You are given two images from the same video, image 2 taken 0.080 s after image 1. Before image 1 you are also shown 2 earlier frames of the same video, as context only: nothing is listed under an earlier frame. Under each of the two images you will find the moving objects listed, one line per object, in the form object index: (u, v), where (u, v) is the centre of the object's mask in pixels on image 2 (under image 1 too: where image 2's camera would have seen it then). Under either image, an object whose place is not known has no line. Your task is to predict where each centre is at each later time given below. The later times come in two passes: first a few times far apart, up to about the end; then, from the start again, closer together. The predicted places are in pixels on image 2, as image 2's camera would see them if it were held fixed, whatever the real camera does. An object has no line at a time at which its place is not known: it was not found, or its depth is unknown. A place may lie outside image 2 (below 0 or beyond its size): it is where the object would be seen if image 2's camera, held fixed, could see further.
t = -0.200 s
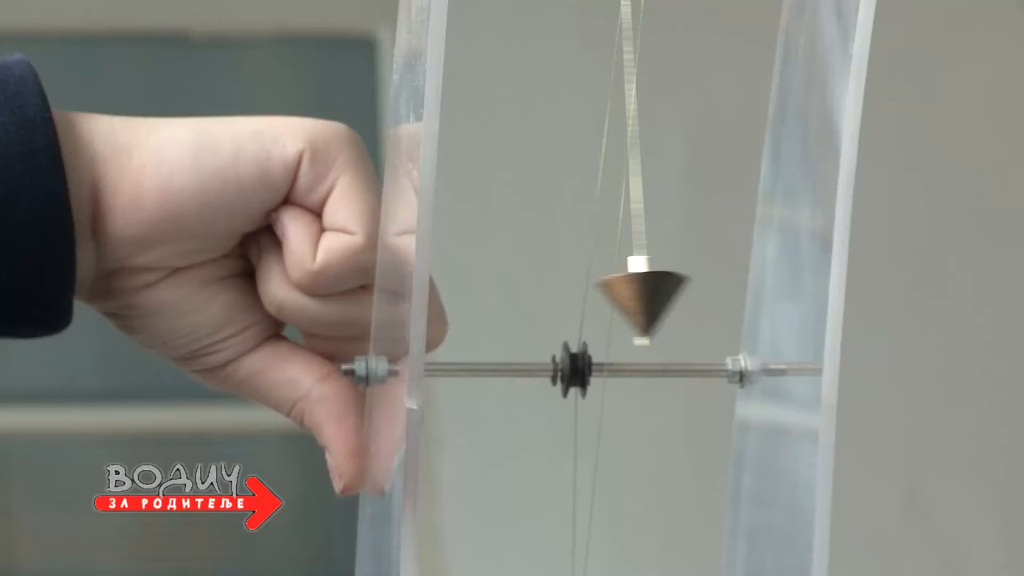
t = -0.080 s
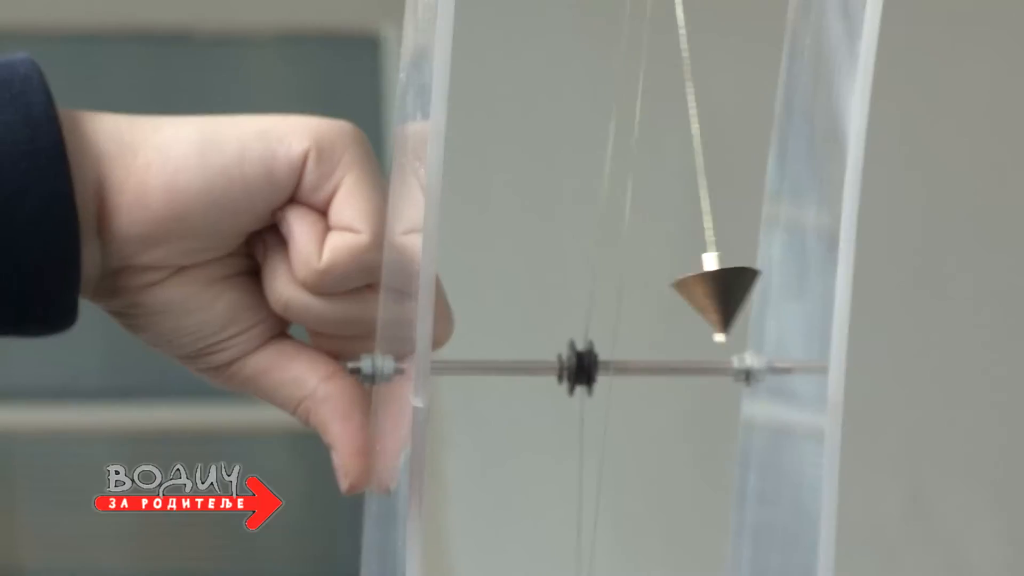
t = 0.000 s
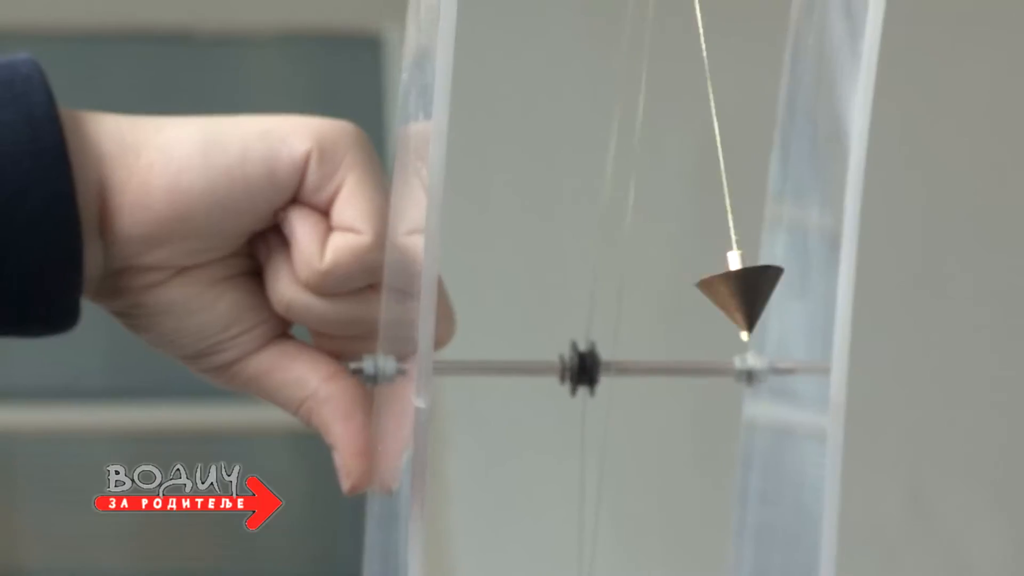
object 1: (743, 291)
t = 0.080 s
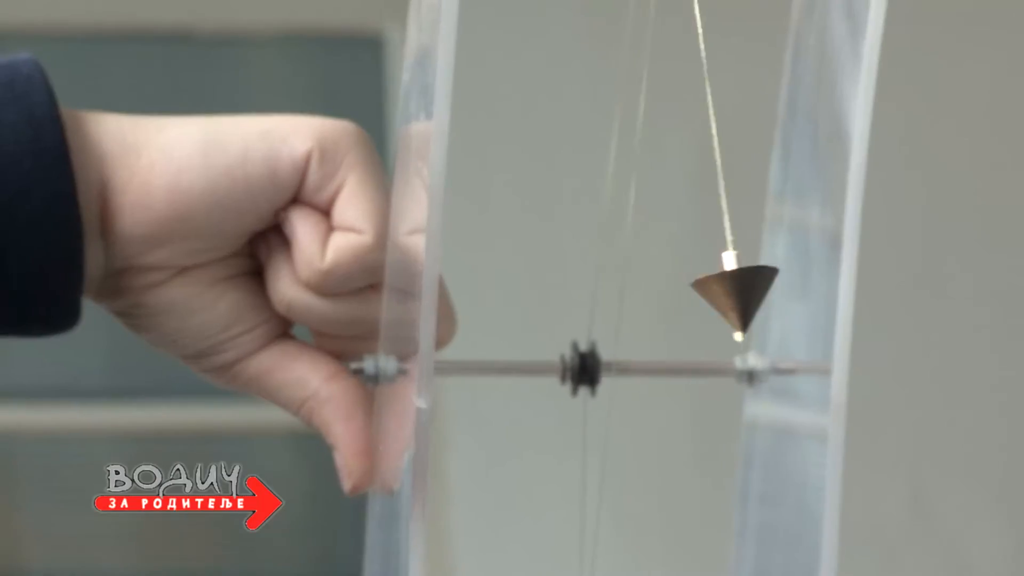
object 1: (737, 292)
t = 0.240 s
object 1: (655, 292)
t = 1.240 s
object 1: (586, 288)
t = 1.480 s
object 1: (612, 292)
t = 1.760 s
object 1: (738, 291)
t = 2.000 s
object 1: (648, 290)
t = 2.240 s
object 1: (572, 287)
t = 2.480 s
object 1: (689, 294)
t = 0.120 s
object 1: (723, 292)
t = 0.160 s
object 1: (704, 293)
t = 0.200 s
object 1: (680, 293)
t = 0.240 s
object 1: (655, 292)
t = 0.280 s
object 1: (629, 291)
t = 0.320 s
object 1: (606, 290)
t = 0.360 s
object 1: (586, 288)
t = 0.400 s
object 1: (572, 287)
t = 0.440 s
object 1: (565, 286)
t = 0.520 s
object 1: (573, 288)
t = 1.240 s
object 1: (586, 288)
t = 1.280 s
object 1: (573, 287)
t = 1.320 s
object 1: (567, 287)
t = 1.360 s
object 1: (569, 288)
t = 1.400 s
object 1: (578, 289)
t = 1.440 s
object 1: (593, 291)
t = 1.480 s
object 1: (612, 292)
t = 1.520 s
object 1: (636, 294)
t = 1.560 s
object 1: (661, 294)
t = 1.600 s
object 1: (686, 294)
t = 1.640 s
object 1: (706, 293)
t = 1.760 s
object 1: (738, 291)
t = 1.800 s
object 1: (736, 290)
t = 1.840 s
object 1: (728, 291)
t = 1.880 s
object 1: (714, 291)
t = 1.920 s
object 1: (695, 291)
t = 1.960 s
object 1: (673, 291)
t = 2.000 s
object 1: (648, 290)
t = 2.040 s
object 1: (623, 289)
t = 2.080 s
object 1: (602, 289)
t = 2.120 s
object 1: (585, 289)
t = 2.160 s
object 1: (574, 287)
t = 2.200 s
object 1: (569, 287)
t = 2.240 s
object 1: (572, 287)
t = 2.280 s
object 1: (581, 288)
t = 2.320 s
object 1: (597, 290)
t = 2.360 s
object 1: (616, 291)
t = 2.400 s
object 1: (639, 293)
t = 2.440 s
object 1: (665, 294)
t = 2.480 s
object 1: (689, 294)
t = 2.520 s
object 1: (711, 293)
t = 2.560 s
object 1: (727, 291)
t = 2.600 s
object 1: (739, 290)
